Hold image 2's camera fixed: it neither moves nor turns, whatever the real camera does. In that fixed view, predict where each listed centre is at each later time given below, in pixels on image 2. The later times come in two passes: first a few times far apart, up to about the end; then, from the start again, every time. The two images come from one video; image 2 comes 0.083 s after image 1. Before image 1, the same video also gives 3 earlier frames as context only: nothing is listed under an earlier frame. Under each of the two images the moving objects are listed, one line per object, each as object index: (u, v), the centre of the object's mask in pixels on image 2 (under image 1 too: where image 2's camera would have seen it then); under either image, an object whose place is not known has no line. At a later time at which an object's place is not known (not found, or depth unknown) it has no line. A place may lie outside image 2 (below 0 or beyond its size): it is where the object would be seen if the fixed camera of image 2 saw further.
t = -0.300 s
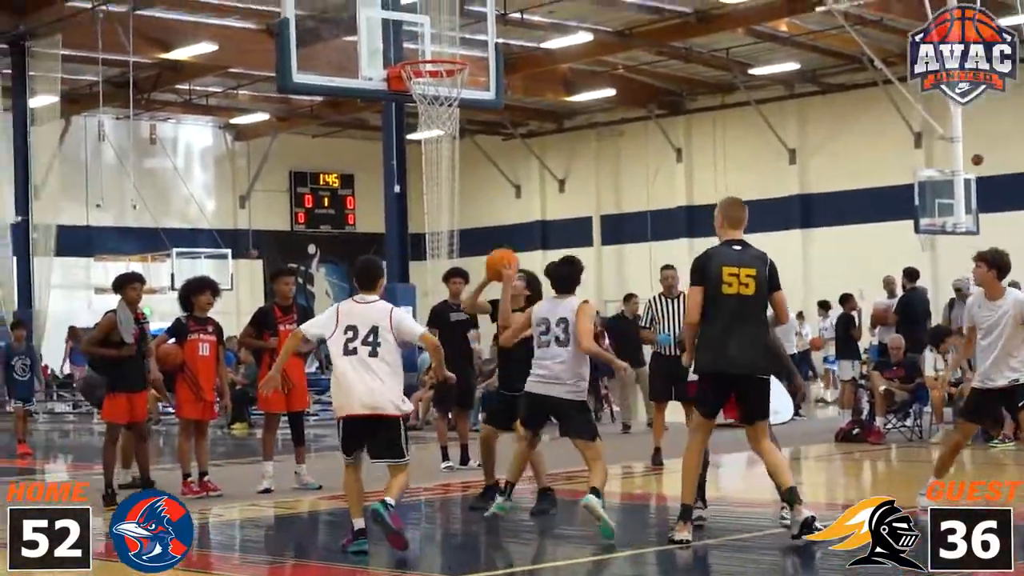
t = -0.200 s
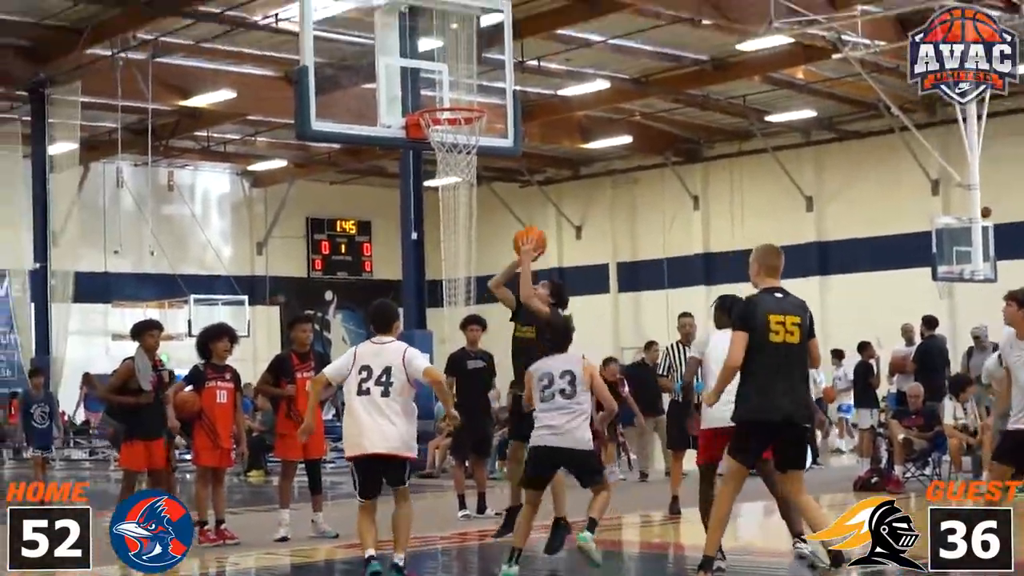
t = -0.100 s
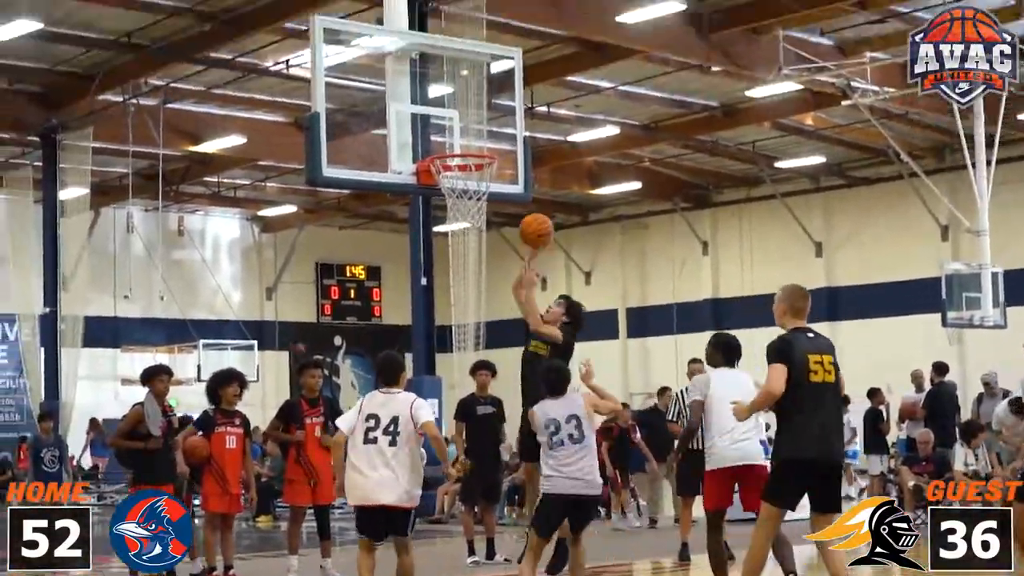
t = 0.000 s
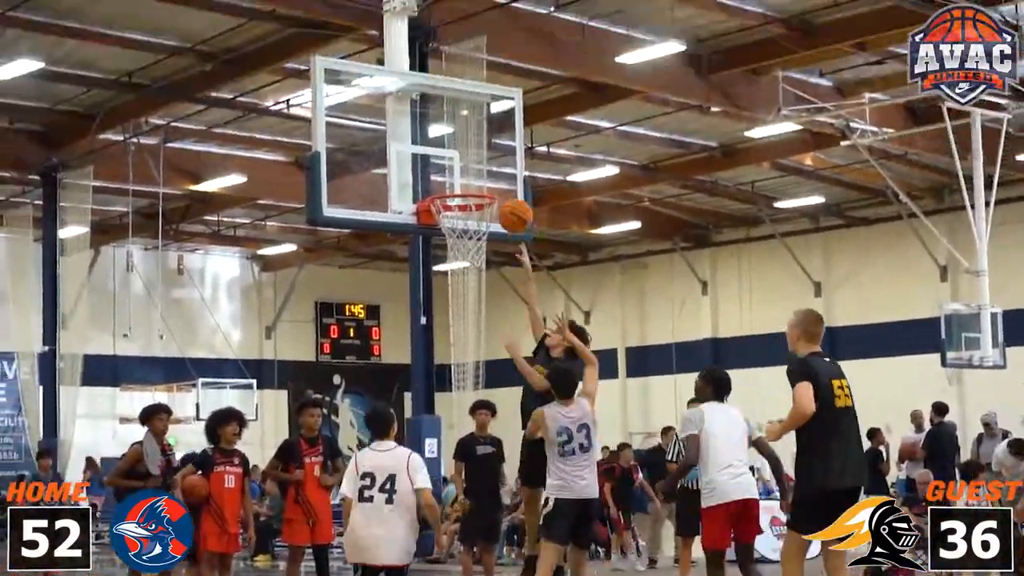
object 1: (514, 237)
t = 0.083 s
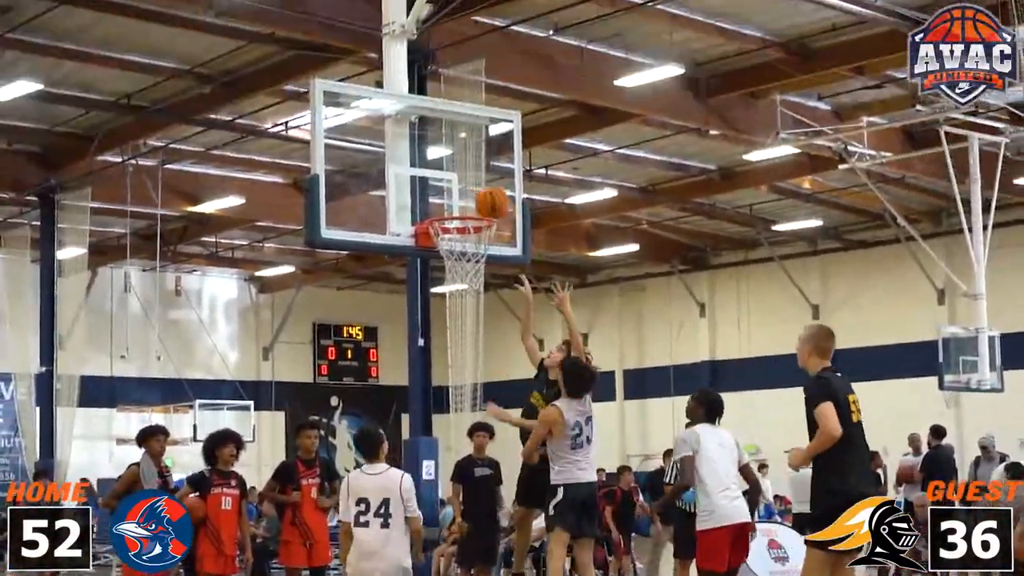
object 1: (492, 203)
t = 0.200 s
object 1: (475, 175)
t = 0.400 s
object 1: (467, 184)
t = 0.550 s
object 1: (461, 227)
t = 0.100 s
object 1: (487, 197)
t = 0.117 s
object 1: (483, 191)
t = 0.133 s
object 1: (479, 186)
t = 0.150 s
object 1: (476, 182)
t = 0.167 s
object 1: (476, 179)
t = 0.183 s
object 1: (475, 177)
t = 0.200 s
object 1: (475, 175)
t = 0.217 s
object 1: (474, 174)
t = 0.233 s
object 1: (473, 173)
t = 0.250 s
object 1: (473, 172)
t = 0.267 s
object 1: (472, 172)
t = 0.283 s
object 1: (471, 172)
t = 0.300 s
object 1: (471, 173)
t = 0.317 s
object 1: (470, 173)
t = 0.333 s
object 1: (470, 174)
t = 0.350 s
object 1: (469, 175)
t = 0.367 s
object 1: (468, 178)
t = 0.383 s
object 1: (468, 179)
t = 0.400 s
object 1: (467, 184)
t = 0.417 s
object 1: (466, 186)
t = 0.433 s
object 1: (466, 190)
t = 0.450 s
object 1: (465, 193)
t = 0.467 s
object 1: (465, 198)
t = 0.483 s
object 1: (464, 202)
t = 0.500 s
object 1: (463, 208)
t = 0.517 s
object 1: (462, 213)
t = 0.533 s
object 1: (461, 217)
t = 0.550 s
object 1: (461, 227)
